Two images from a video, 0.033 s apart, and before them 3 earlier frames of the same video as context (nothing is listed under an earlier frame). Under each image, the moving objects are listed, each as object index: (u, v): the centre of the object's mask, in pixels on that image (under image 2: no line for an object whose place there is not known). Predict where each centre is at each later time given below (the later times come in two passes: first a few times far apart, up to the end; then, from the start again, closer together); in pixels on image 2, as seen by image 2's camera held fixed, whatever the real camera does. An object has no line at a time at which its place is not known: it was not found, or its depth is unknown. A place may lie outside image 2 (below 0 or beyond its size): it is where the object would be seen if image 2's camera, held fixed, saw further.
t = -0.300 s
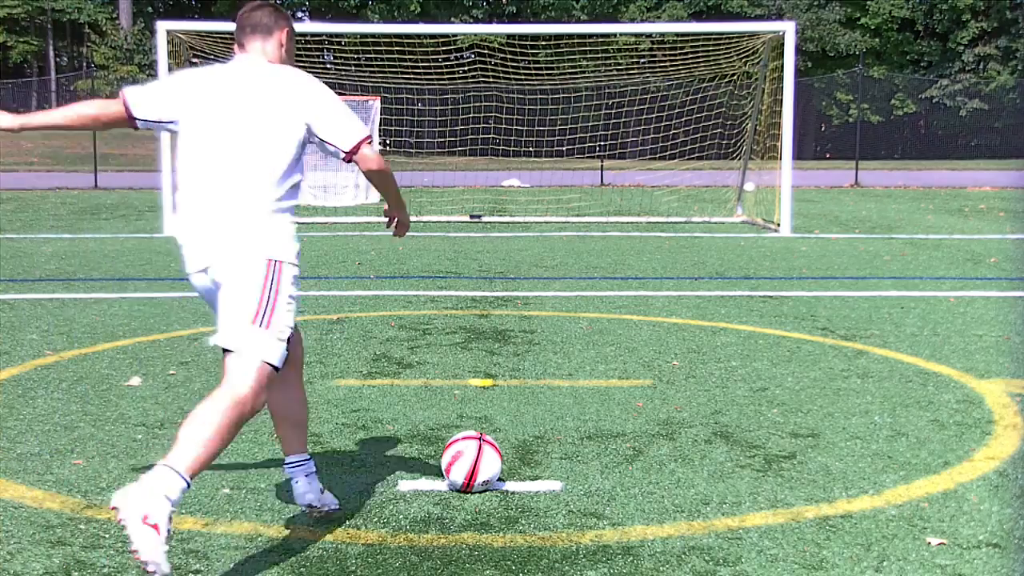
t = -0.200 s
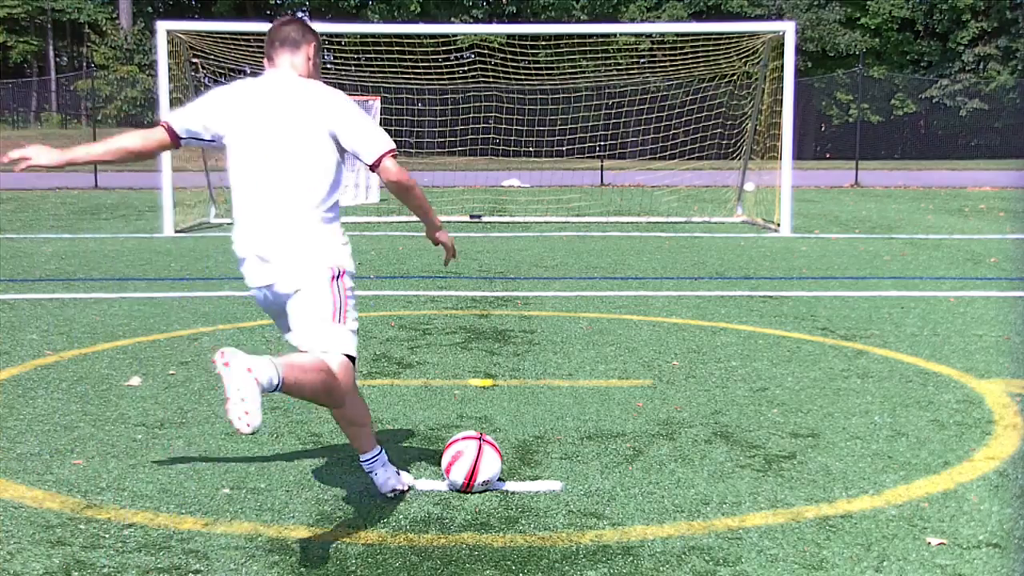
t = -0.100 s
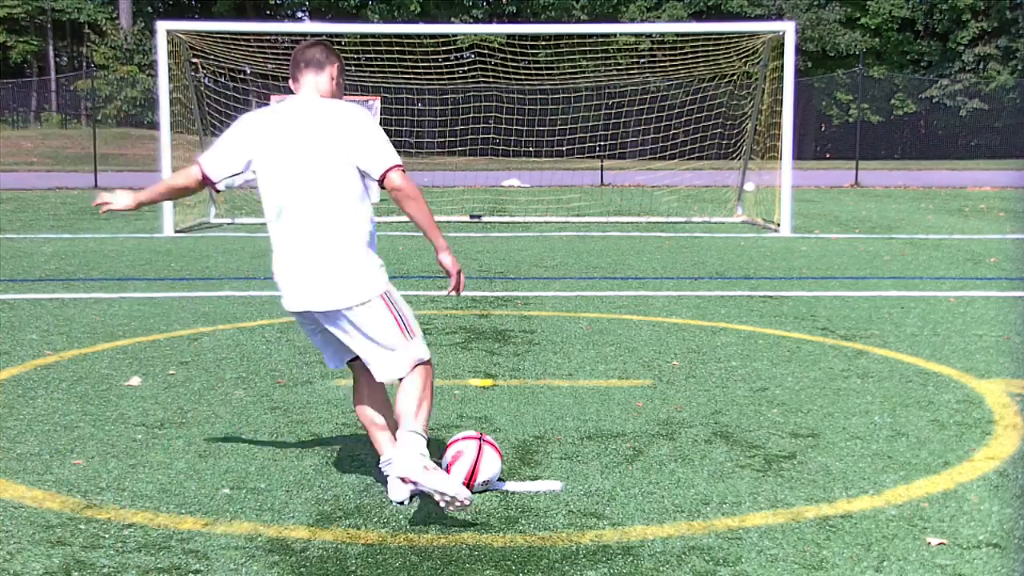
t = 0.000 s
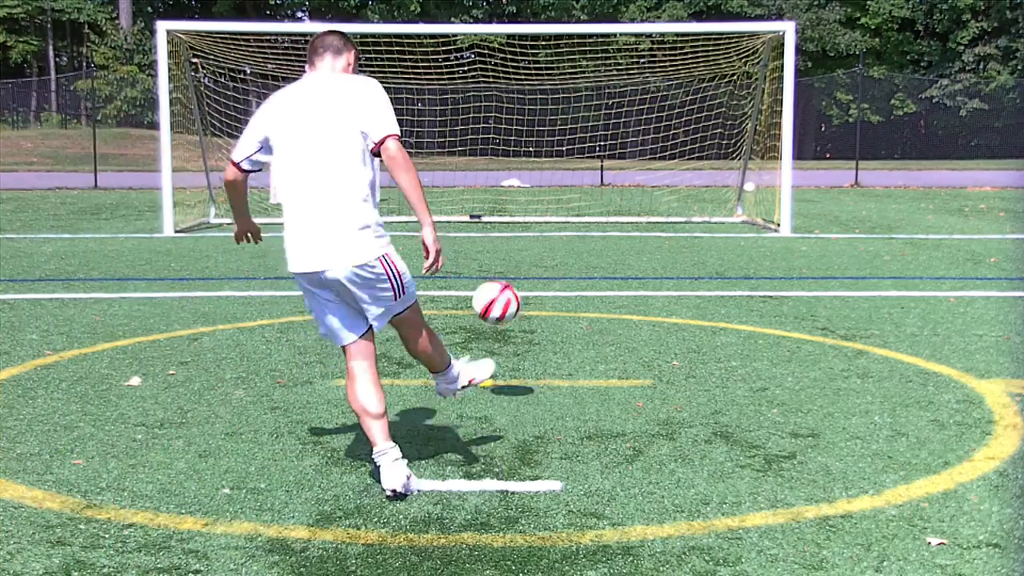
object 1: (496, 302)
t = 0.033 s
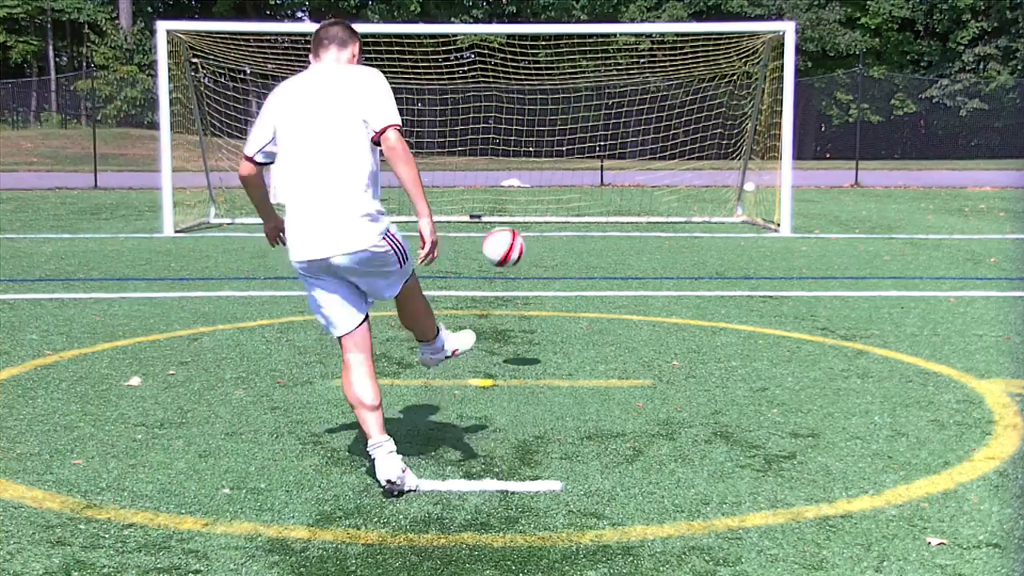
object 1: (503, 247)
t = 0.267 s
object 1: (515, 64)
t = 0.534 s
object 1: (503, 18)
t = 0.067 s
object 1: (508, 203)
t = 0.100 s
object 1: (512, 166)
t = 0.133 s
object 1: (516, 137)
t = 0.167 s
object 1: (517, 112)
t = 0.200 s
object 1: (517, 93)
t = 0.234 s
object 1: (517, 77)
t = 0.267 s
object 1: (515, 64)
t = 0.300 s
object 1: (513, 53)
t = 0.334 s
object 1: (512, 46)
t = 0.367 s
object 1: (510, 40)
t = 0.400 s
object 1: (508, 36)
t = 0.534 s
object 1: (503, 18)
